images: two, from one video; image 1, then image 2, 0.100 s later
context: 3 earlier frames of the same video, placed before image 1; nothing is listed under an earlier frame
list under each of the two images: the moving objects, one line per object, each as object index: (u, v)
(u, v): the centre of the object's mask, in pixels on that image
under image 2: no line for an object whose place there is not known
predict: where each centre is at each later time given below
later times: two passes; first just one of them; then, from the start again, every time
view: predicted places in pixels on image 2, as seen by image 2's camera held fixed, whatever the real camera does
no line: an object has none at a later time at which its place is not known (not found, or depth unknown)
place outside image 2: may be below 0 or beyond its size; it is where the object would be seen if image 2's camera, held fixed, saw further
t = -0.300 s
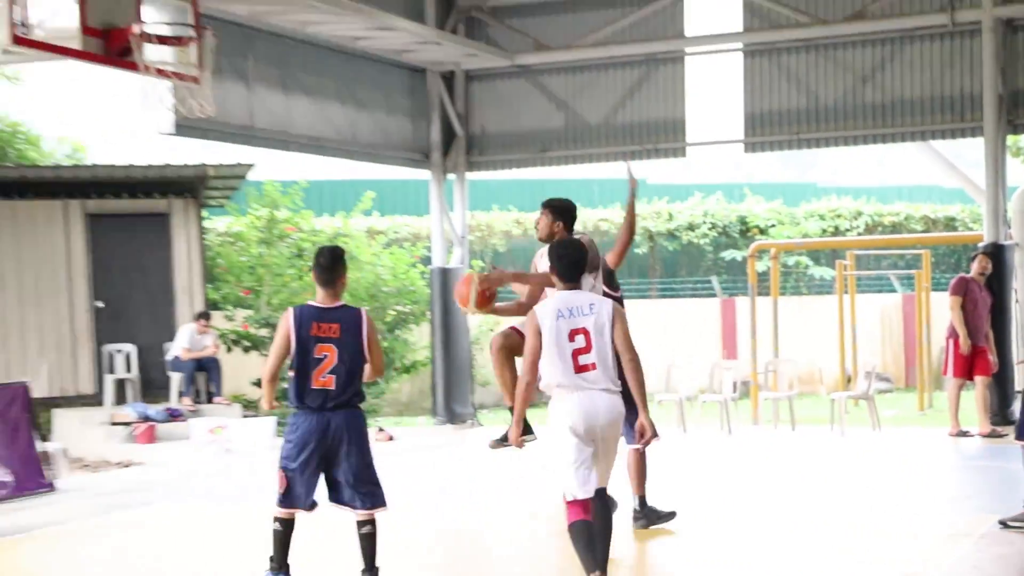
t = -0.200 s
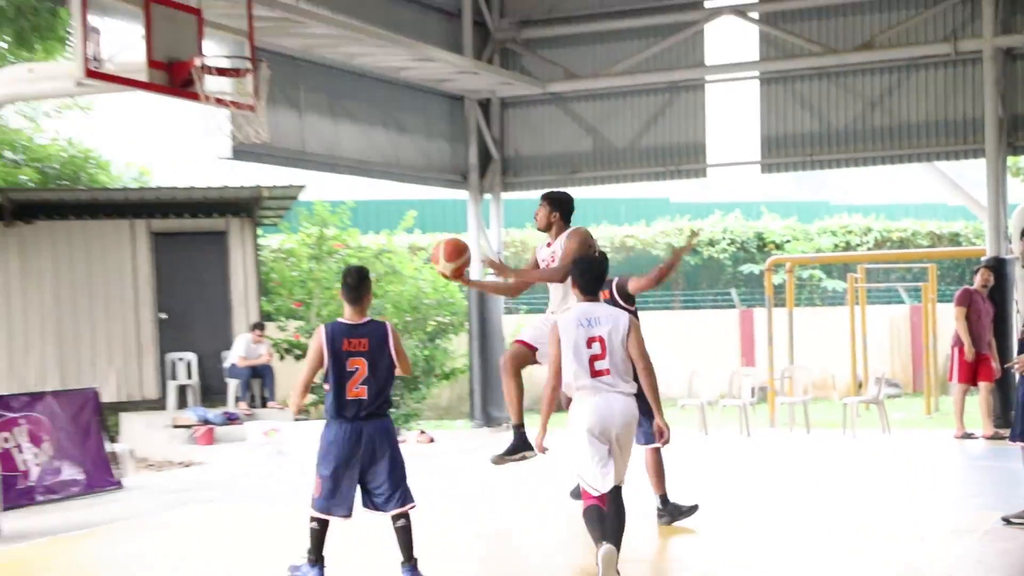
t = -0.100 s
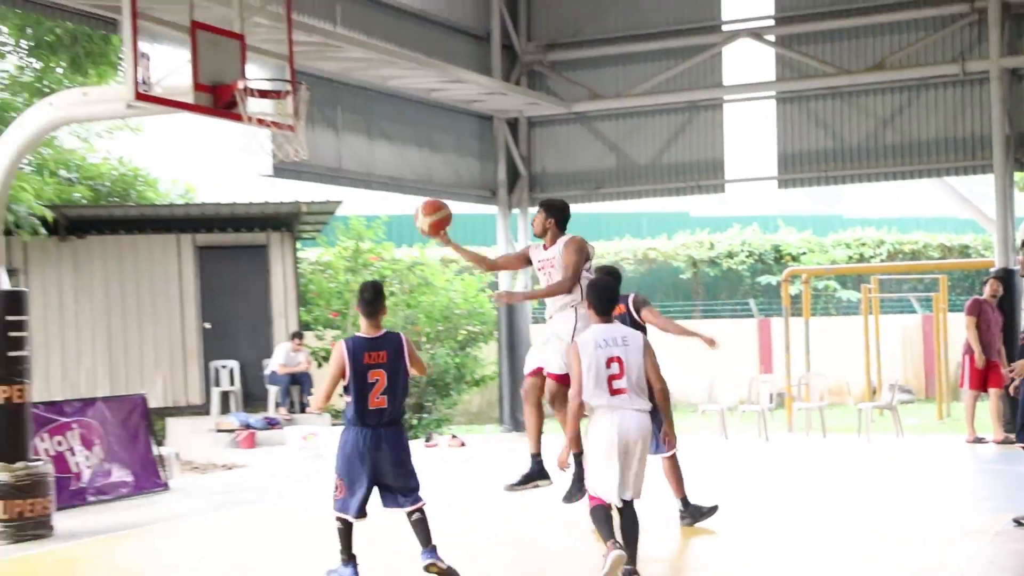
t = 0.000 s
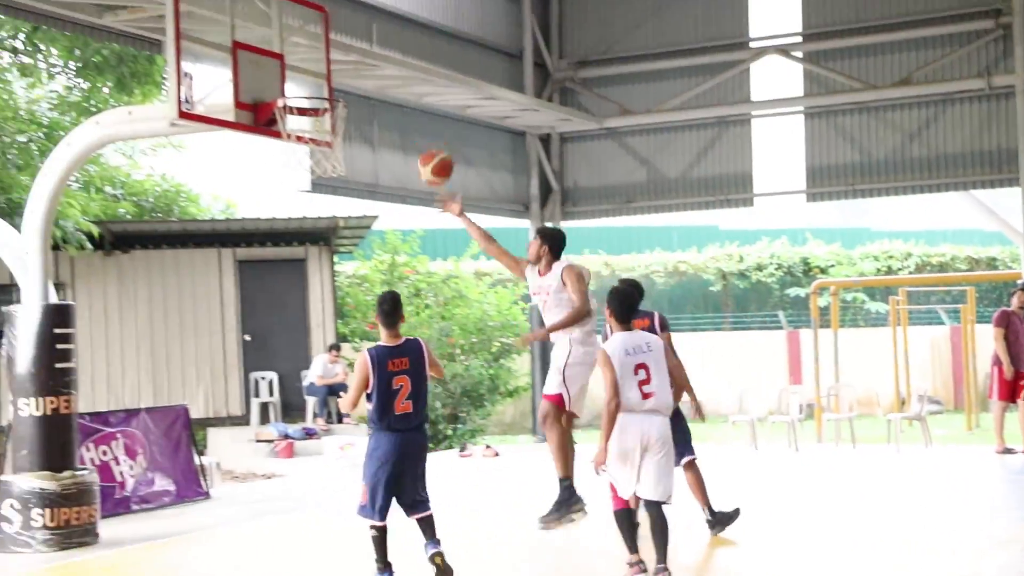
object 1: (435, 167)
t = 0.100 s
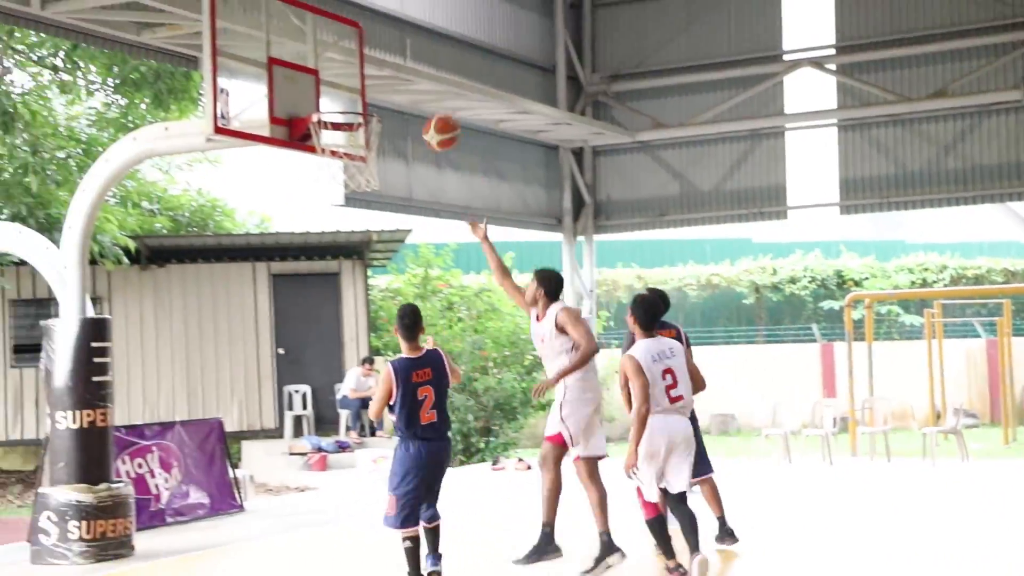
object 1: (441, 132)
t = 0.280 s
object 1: (393, 82)
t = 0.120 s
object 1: (435, 125)
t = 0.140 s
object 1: (430, 117)
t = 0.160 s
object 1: (424, 110)
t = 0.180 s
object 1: (419, 104)
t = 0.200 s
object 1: (414, 99)
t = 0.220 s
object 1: (408, 94)
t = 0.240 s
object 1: (403, 90)
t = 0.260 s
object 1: (399, 86)
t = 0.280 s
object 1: (393, 82)
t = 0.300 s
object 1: (389, 79)
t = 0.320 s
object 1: (384, 78)
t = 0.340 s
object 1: (378, 76)
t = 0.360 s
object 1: (373, 75)
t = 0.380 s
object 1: (368, 75)
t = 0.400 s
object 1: (364, 76)
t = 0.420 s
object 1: (359, 77)
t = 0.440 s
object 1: (354, 79)
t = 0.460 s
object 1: (350, 81)
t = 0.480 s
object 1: (345, 83)
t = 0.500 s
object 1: (340, 88)
